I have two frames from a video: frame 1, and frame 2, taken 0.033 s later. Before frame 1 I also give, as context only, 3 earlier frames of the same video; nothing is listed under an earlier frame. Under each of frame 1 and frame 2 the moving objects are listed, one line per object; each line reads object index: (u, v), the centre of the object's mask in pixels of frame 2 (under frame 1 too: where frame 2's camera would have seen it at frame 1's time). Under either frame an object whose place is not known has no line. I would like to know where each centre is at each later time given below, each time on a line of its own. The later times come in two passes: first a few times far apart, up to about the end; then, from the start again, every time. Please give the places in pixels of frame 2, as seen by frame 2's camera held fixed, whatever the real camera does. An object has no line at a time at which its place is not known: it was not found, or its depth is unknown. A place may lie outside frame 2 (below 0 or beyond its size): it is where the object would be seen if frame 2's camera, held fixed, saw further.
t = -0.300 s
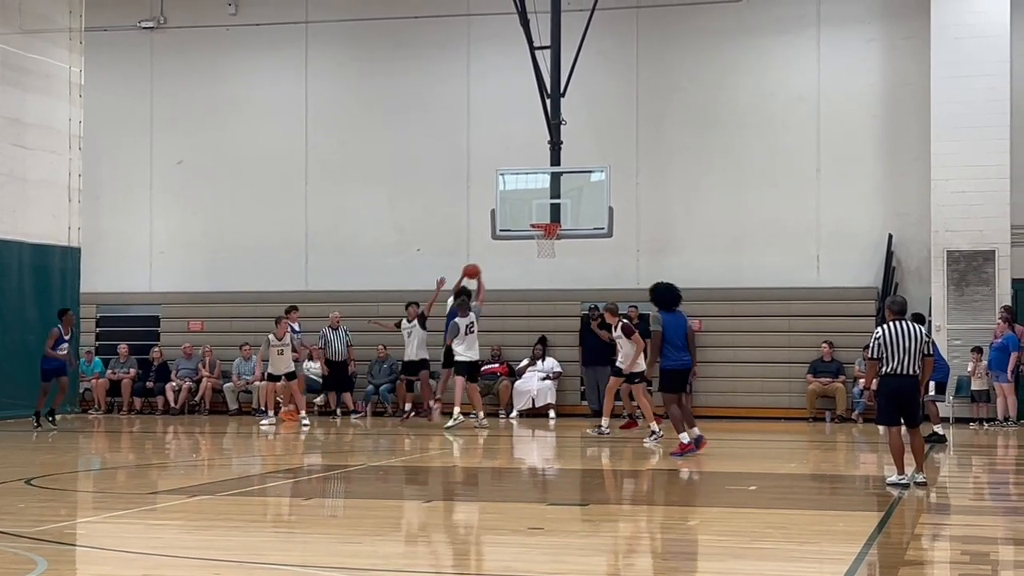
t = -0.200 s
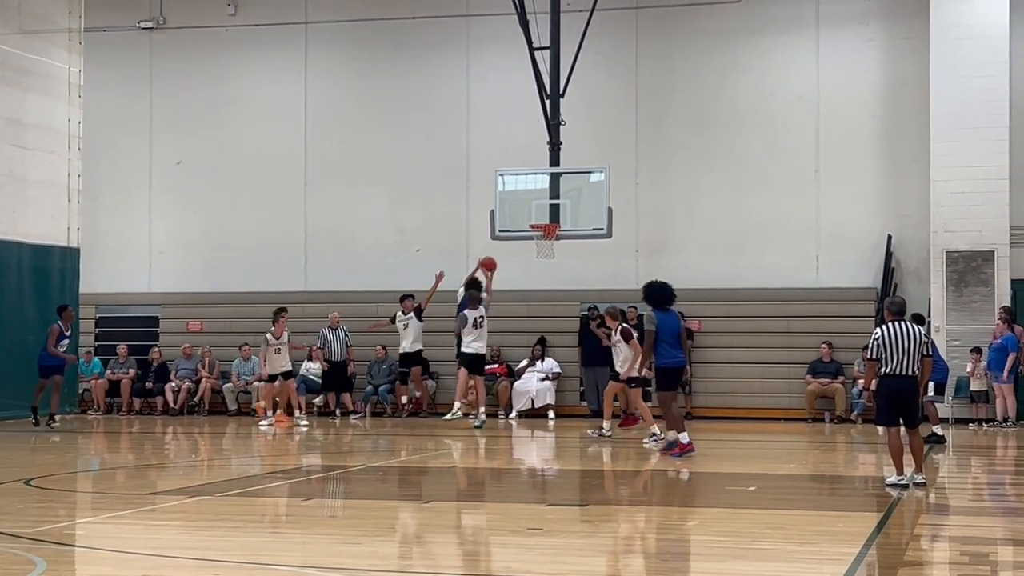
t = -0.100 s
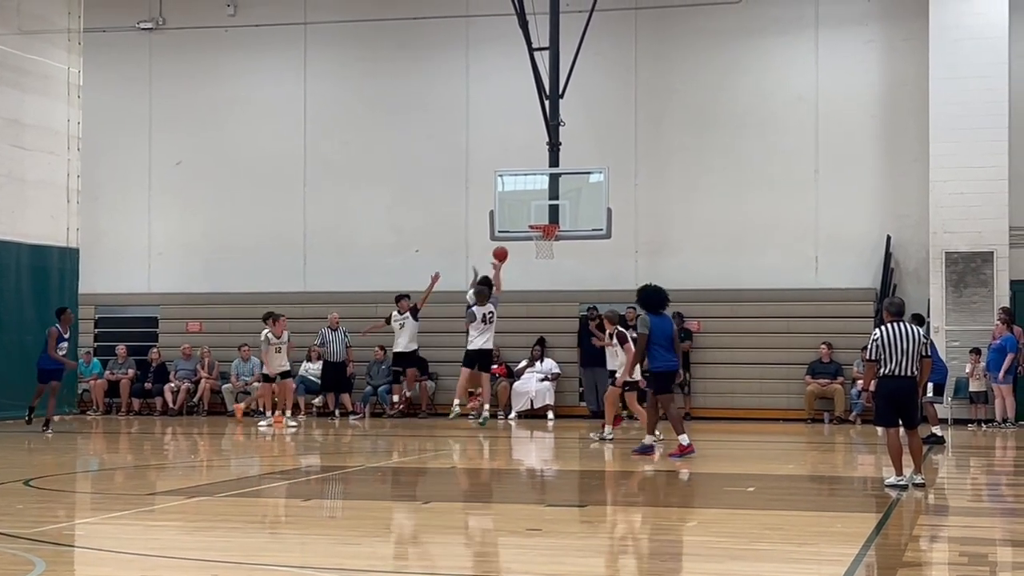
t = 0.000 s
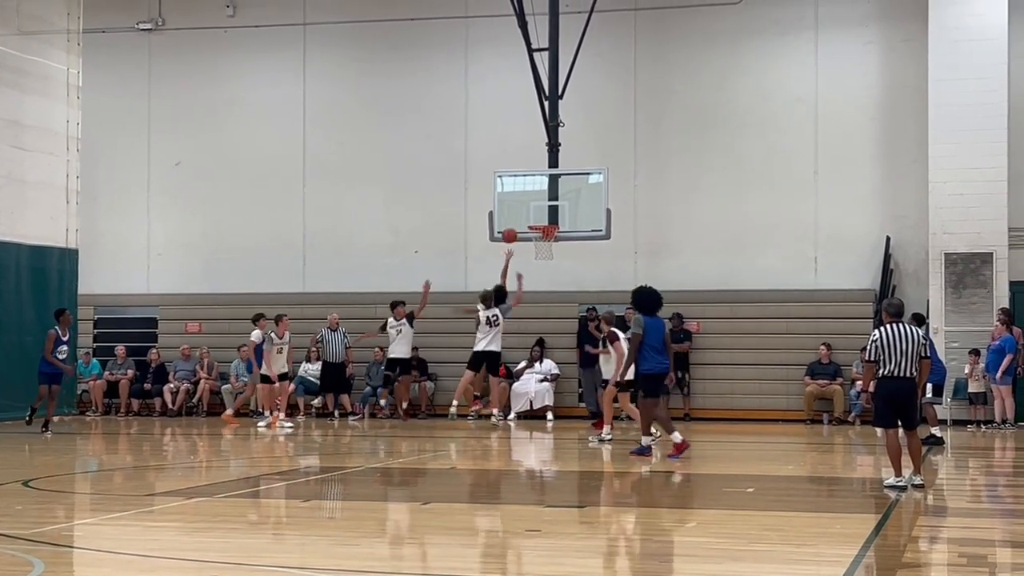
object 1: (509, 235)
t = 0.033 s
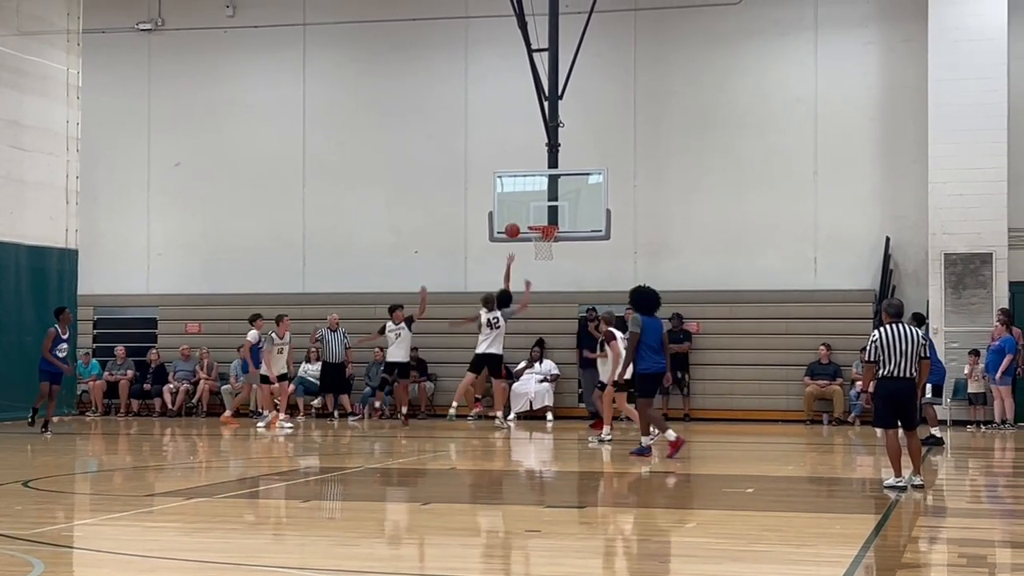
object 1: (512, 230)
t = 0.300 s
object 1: (531, 208)
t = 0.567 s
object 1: (540, 222)
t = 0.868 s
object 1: (543, 270)
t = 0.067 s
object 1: (515, 225)
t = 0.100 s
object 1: (518, 221)
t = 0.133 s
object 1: (521, 217)
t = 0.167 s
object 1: (524, 215)
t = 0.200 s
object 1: (527, 213)
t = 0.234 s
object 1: (529, 212)
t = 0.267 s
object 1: (530, 210)
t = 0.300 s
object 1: (531, 208)
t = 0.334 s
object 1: (532, 208)
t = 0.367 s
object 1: (533, 208)
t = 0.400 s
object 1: (534, 209)
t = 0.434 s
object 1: (535, 210)
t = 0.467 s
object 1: (536, 212)
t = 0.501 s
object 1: (538, 215)
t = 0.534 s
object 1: (538, 218)
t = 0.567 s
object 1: (540, 222)
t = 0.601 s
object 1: (539, 226)
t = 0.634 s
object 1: (541, 234)
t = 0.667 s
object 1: (542, 241)
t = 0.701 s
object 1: (543, 244)
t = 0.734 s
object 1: (543, 248)
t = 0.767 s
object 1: (543, 252)
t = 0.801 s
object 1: (544, 257)
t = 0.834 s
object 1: (543, 263)
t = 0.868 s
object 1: (543, 270)
